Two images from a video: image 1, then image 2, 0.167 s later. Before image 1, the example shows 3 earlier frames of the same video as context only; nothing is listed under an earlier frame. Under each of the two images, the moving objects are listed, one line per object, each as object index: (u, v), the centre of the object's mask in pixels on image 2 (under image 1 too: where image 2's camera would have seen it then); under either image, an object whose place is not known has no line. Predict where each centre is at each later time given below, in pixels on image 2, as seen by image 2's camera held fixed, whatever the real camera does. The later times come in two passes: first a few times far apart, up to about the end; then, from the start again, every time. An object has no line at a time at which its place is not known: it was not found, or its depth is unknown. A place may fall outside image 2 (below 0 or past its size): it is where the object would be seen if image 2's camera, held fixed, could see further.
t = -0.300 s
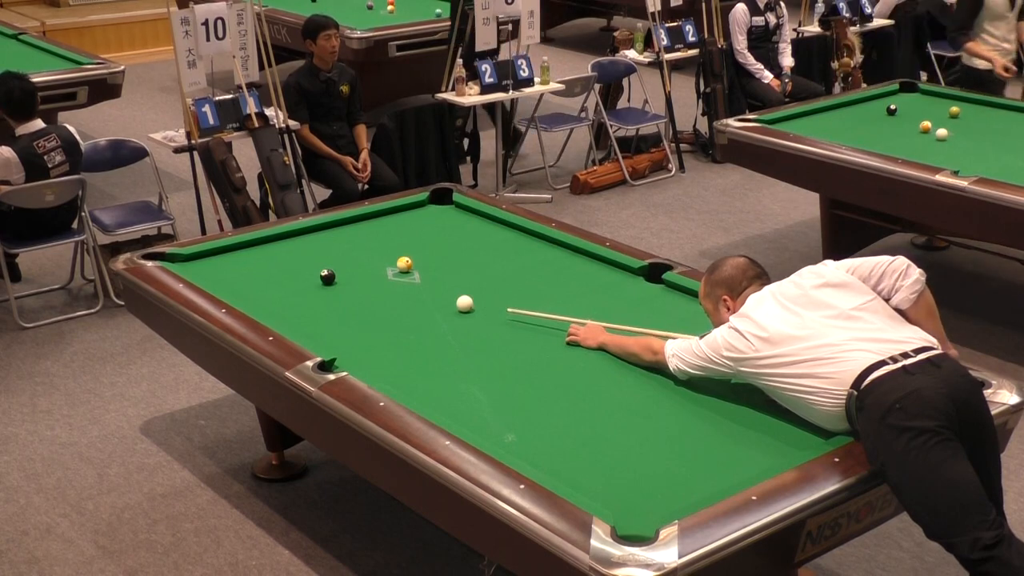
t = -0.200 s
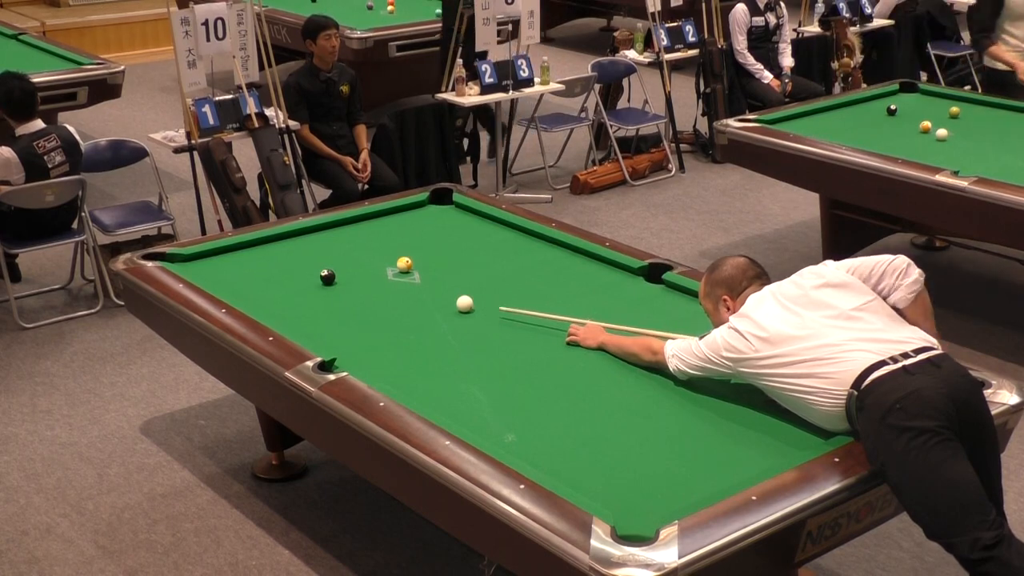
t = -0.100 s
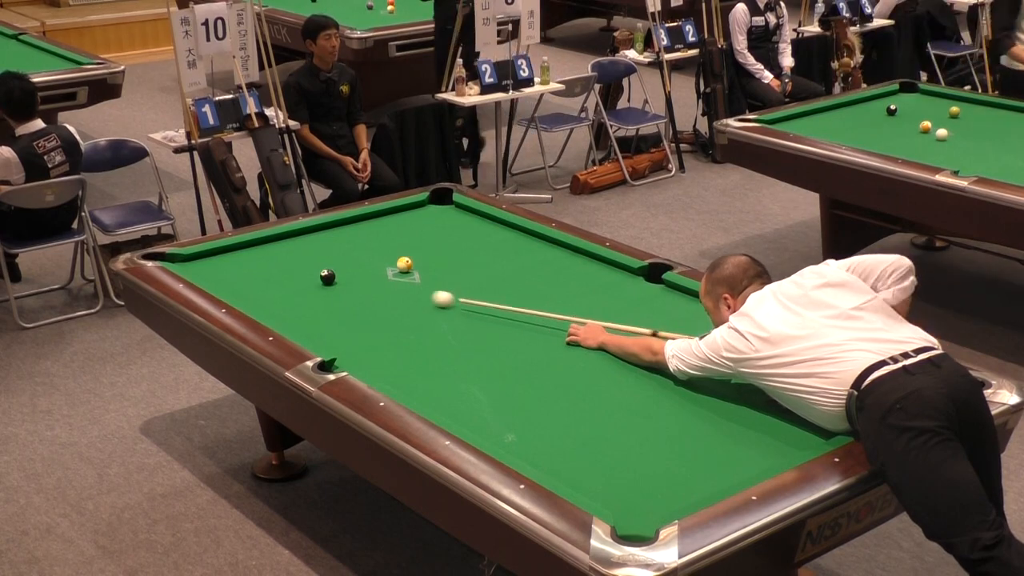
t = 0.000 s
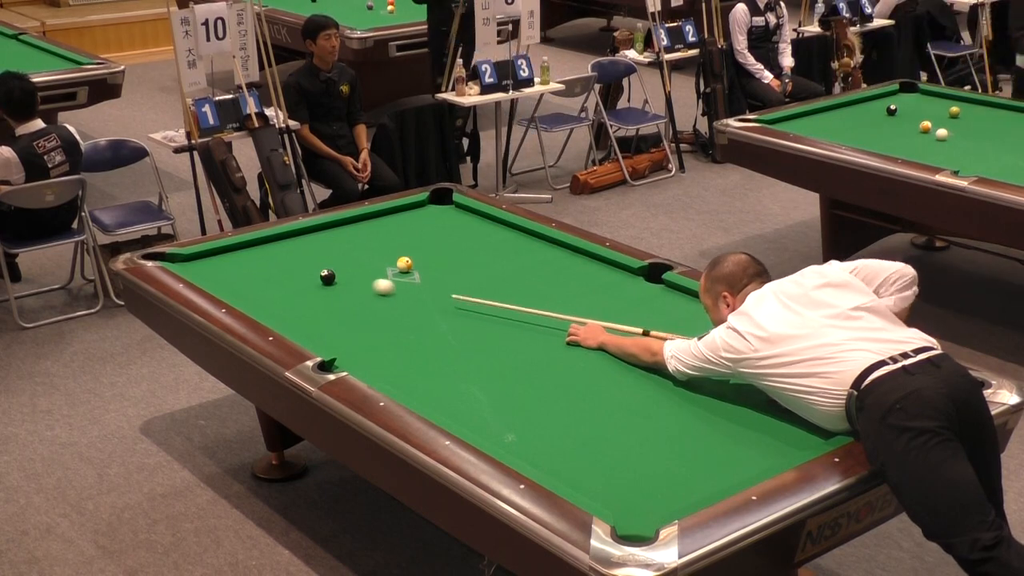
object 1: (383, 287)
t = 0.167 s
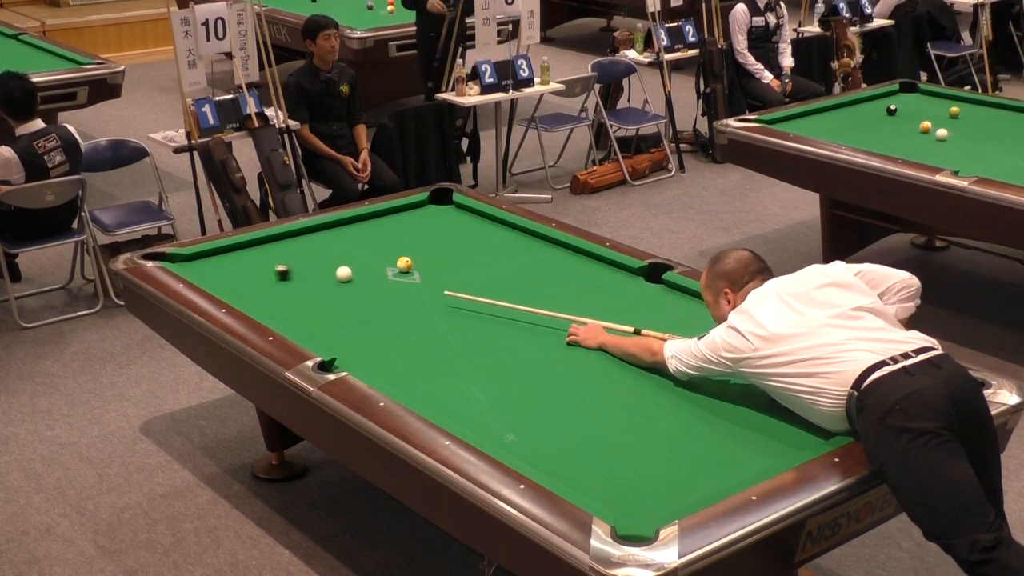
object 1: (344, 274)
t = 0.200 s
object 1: (343, 272)
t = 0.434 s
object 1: (326, 260)
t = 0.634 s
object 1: (309, 249)
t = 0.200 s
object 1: (343, 272)
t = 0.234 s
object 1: (342, 271)
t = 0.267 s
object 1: (340, 269)
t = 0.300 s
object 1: (337, 267)
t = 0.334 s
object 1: (334, 265)
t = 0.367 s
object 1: (331, 263)
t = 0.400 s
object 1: (329, 261)
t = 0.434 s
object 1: (326, 260)
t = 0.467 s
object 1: (323, 258)
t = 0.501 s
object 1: (320, 256)
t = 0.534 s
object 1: (317, 254)
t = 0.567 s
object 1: (314, 252)
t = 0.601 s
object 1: (312, 251)
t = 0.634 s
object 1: (309, 249)
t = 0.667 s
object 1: (307, 247)
